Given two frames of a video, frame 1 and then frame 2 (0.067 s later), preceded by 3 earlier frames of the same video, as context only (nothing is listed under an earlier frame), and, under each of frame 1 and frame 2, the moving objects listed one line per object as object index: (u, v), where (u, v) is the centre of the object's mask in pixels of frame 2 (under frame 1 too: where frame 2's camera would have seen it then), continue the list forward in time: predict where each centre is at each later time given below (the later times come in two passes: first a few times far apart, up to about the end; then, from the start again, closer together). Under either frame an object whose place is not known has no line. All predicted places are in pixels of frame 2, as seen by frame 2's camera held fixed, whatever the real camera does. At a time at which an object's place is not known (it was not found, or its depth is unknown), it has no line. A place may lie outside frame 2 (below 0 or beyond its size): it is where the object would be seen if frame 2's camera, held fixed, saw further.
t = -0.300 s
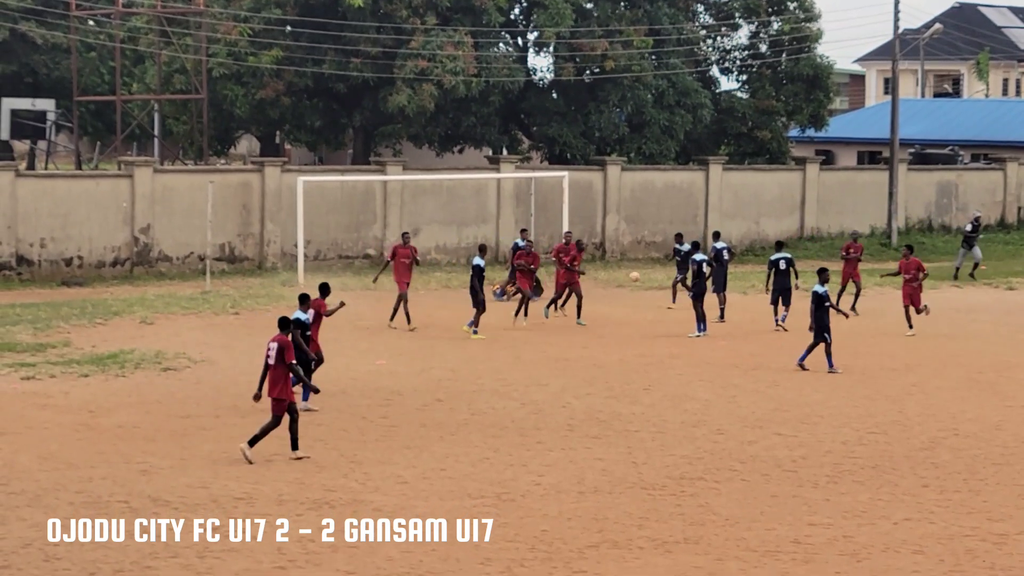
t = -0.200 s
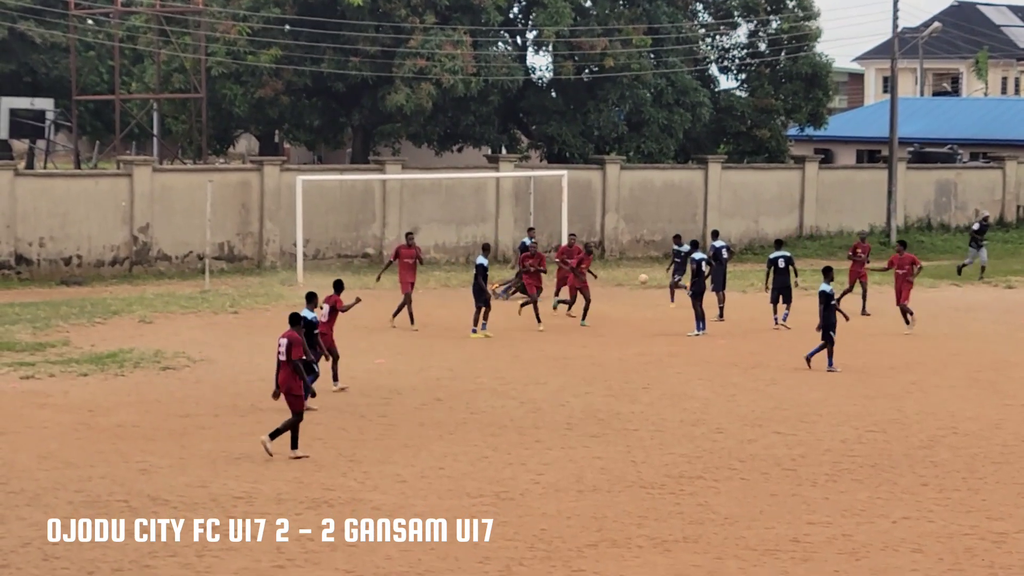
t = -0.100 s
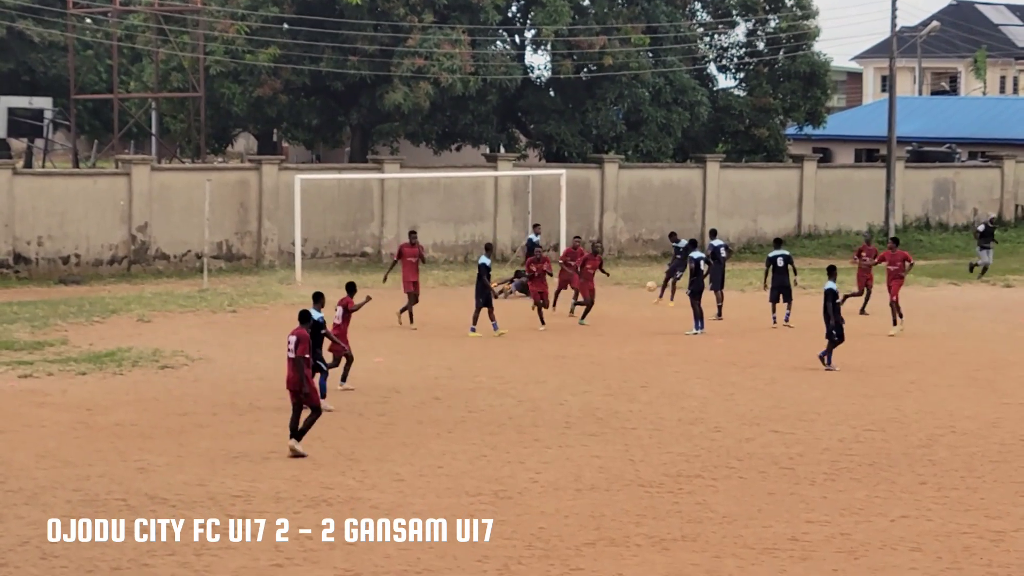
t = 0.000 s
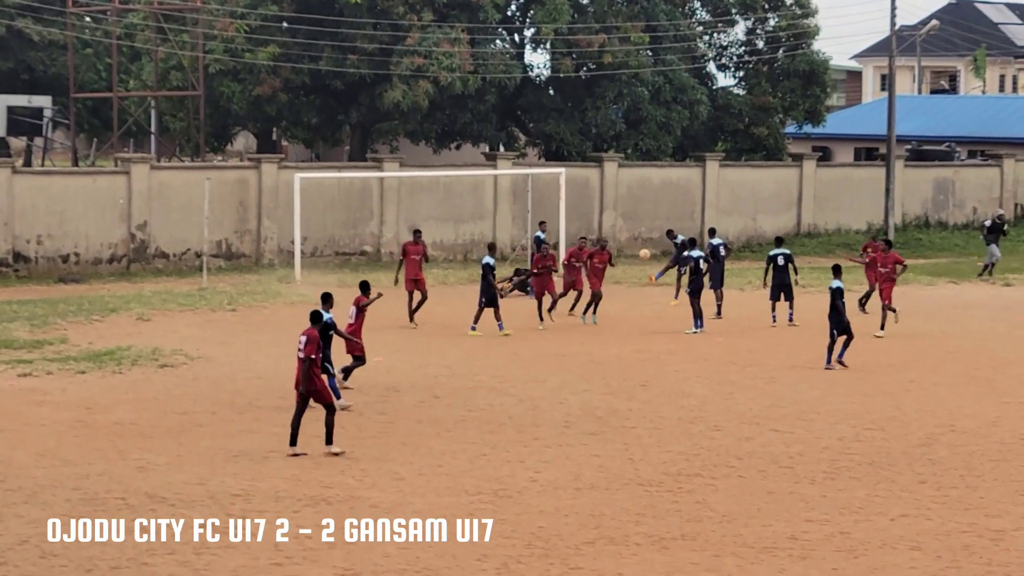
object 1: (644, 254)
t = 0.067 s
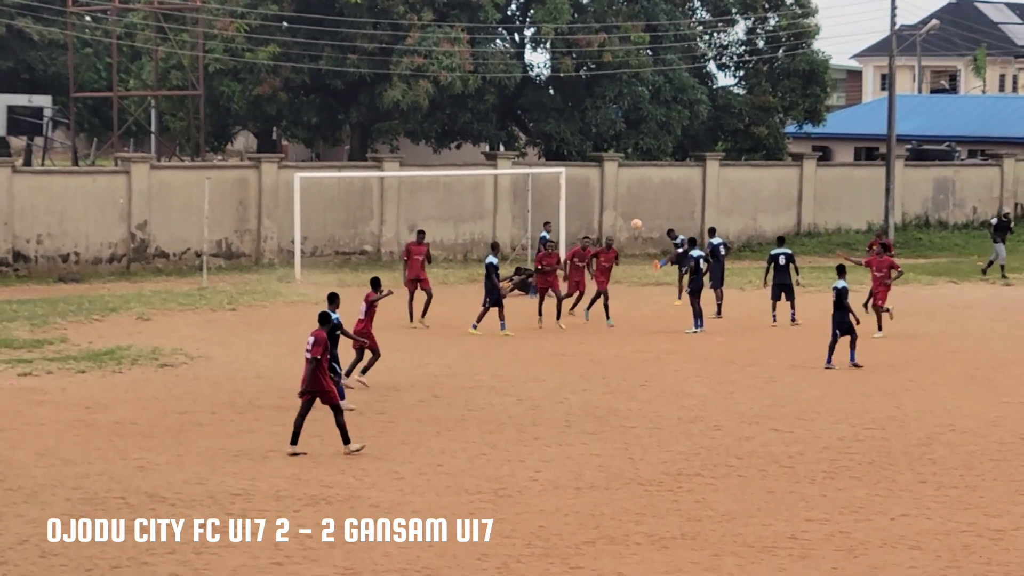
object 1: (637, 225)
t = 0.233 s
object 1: (614, 158)
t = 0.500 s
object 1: (573, 73)
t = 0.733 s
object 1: (532, 27)
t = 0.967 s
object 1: (489, 11)
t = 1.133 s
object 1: (453, 14)
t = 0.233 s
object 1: (614, 158)
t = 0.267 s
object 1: (609, 147)
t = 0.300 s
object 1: (604, 135)
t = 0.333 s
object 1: (599, 124)
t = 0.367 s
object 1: (594, 113)
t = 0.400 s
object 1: (588, 102)
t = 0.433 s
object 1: (583, 92)
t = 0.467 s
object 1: (578, 83)
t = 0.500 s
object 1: (573, 73)
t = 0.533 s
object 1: (567, 66)
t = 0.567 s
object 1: (561, 59)
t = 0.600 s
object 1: (556, 51)
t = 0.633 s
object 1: (550, 44)
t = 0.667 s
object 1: (544, 38)
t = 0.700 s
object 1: (538, 33)
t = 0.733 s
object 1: (532, 27)
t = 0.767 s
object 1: (527, 23)
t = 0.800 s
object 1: (521, 19)
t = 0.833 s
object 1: (515, 15)
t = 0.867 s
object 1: (508, 13)
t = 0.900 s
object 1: (502, 12)
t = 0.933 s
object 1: (495, 11)
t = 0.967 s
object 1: (489, 11)
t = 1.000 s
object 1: (482, 11)
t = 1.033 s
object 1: (475, 12)
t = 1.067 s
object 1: (467, 12)
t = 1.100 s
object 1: (460, 13)
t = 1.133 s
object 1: (453, 14)
